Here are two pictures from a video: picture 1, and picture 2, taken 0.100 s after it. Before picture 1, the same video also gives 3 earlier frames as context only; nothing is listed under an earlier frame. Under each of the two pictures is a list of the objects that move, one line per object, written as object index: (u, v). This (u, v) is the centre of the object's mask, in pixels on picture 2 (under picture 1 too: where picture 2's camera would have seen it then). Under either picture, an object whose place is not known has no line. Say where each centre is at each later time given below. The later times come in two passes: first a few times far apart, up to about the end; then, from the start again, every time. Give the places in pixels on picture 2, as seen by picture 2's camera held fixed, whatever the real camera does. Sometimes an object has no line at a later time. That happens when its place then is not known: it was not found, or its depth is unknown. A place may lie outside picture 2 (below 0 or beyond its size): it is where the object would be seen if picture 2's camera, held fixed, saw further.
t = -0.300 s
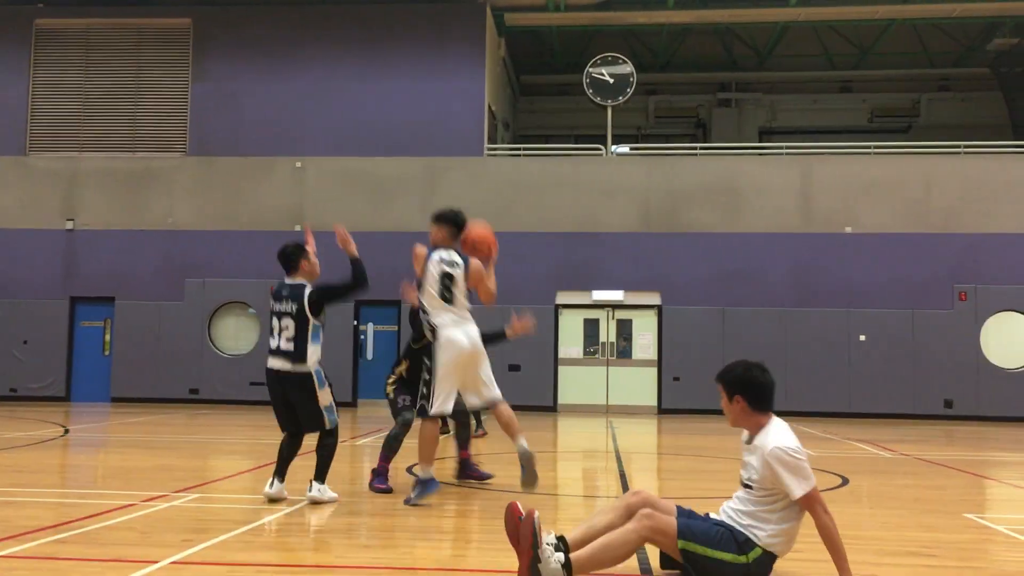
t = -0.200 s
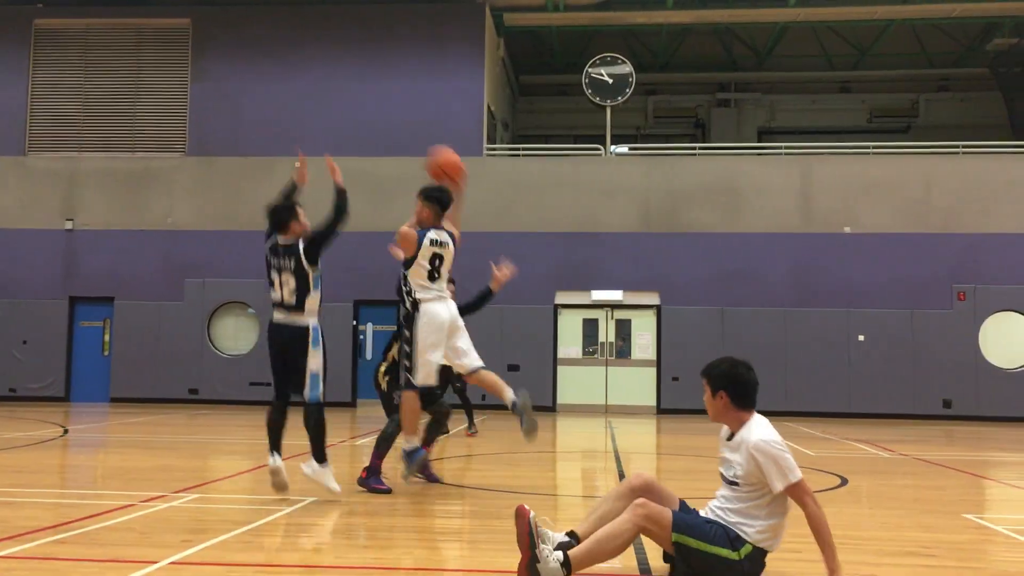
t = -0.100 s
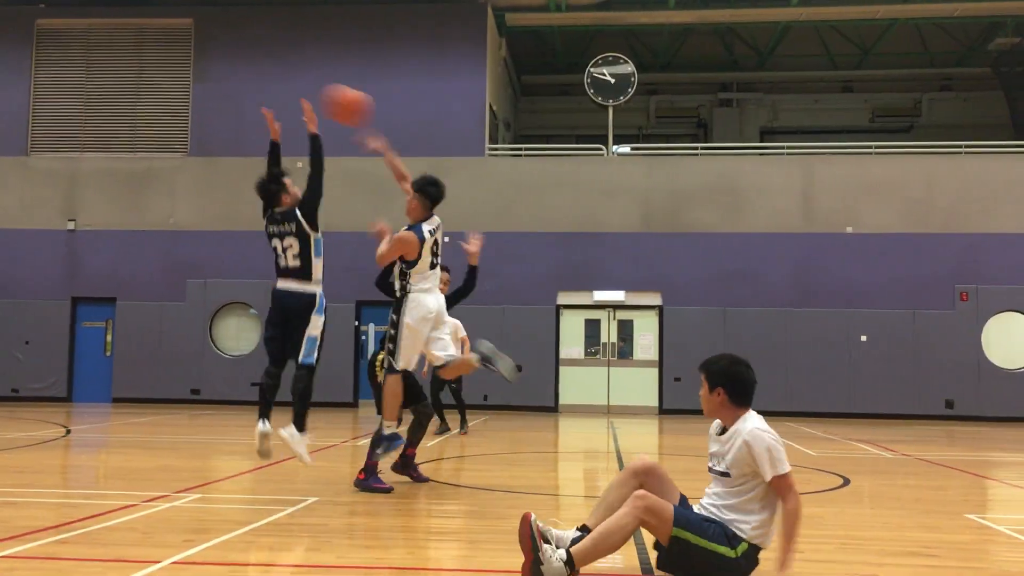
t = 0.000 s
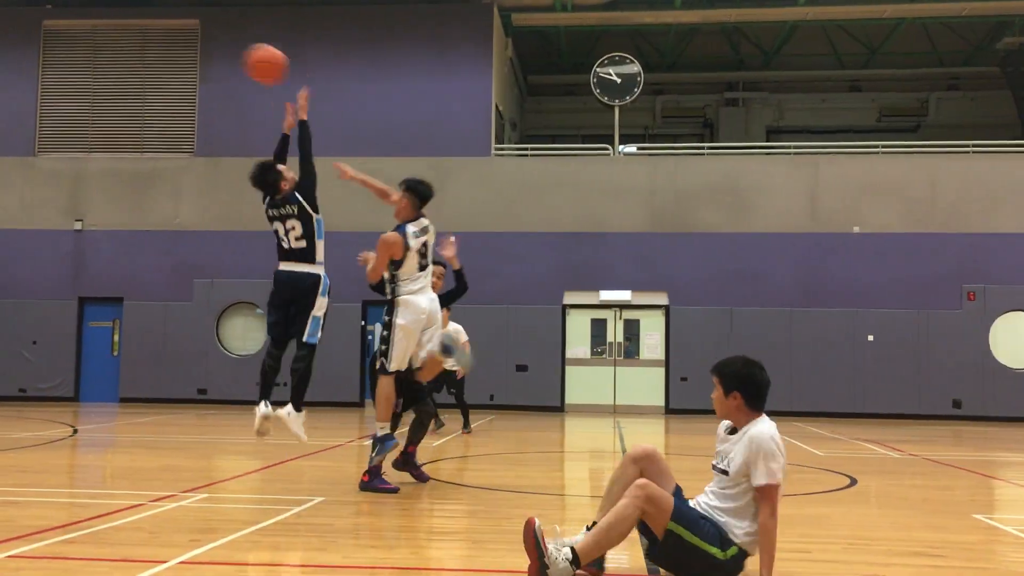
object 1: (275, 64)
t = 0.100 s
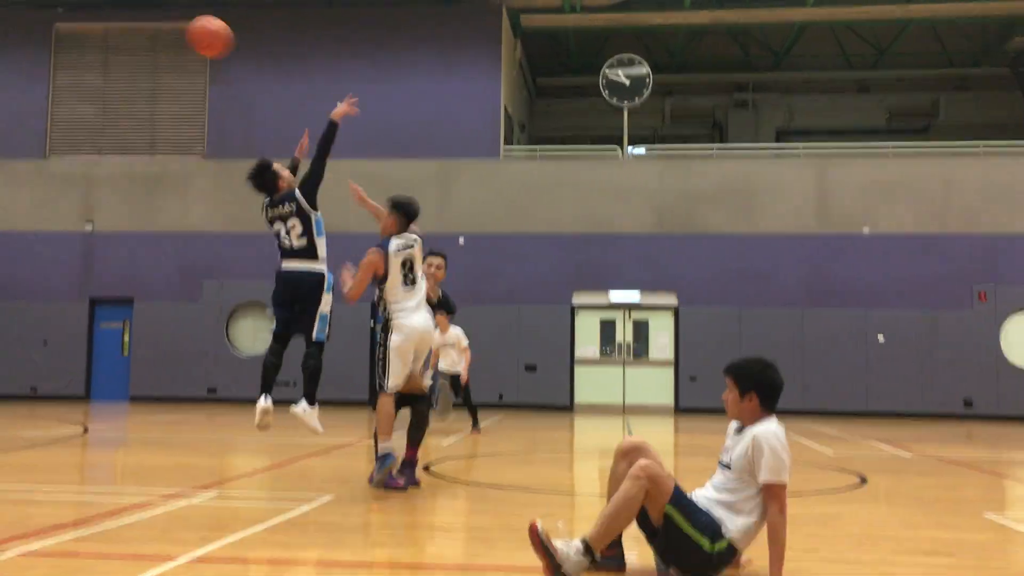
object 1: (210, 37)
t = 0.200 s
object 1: (142, 20)
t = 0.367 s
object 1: (25, 29)
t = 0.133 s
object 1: (188, 23)
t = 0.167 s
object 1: (165, 22)
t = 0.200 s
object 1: (142, 20)
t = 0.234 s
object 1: (119, 18)
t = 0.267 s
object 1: (97, 20)
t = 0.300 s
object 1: (73, 20)
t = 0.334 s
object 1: (49, 24)
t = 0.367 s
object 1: (25, 29)
